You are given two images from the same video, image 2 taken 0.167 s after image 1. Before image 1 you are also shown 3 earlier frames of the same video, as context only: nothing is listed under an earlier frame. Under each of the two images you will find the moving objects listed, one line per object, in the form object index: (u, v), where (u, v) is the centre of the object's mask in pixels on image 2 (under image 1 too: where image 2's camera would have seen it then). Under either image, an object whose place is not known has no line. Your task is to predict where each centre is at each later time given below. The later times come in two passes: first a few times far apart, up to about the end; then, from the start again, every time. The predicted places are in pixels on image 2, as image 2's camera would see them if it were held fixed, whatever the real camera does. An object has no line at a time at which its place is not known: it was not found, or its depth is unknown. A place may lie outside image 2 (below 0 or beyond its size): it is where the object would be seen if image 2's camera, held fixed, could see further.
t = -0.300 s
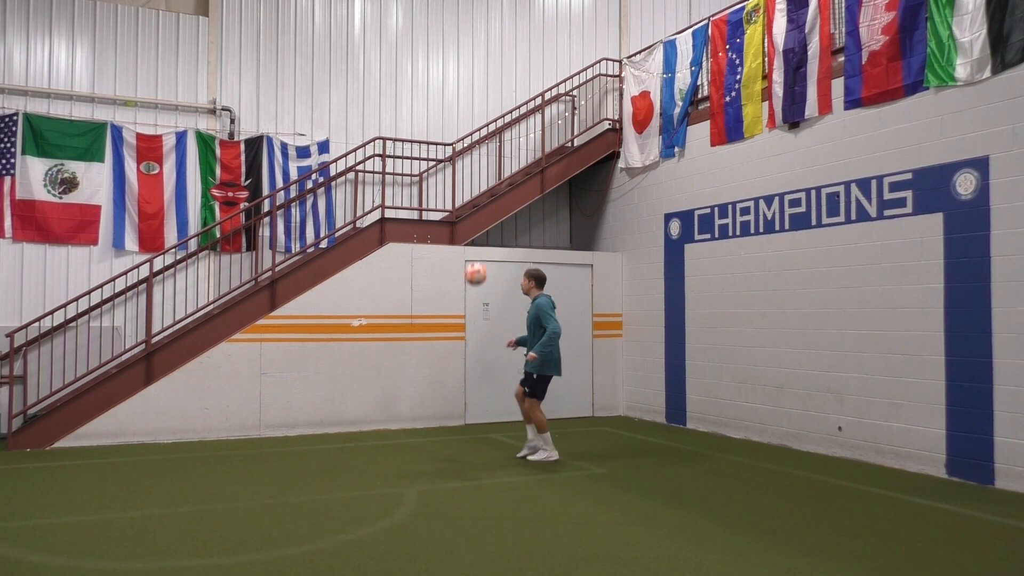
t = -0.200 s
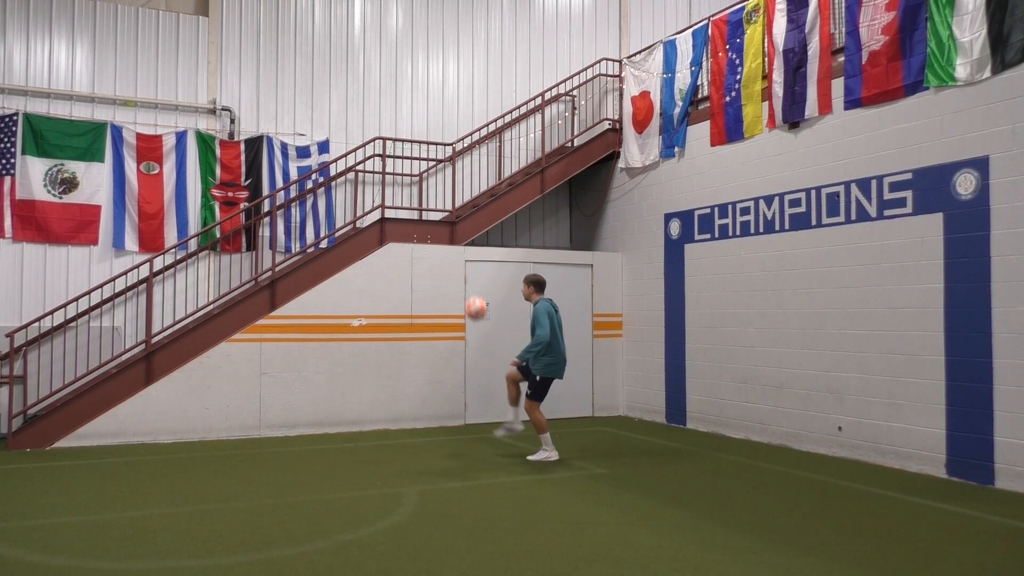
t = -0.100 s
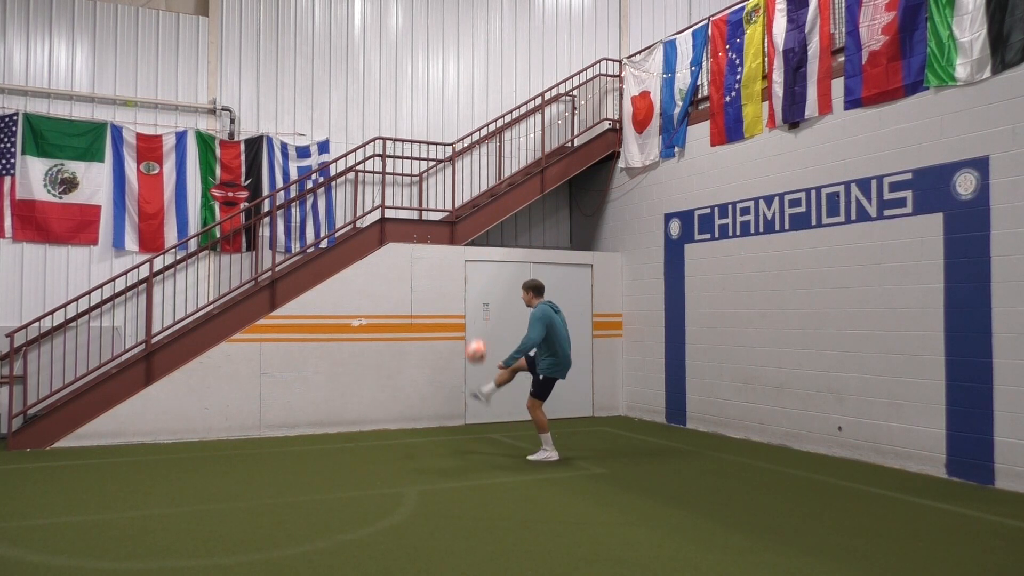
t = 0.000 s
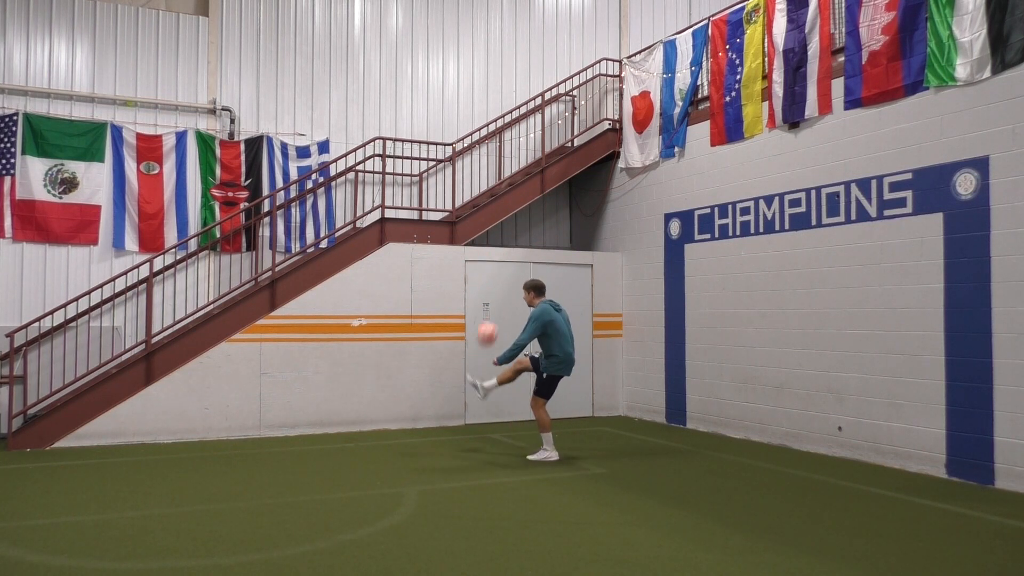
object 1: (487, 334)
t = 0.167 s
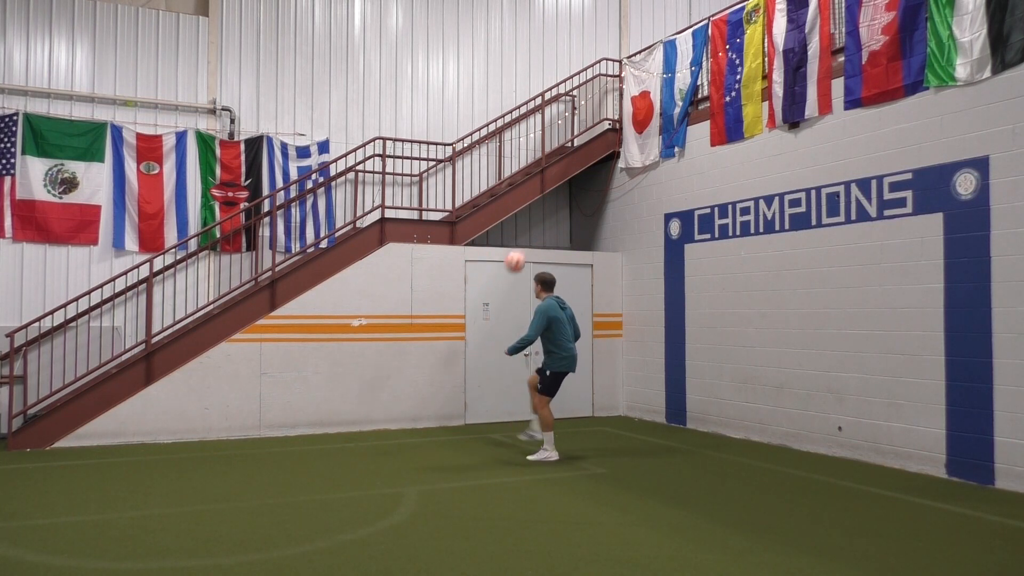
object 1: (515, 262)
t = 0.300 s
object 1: (536, 224)
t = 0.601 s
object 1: (579, 205)
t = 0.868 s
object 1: (614, 251)
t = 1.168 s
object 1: (649, 366)
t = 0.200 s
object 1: (521, 250)
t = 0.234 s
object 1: (526, 240)
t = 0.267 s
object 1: (531, 232)
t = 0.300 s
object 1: (536, 224)
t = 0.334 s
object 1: (541, 218)
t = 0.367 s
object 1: (546, 213)
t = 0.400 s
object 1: (551, 209)
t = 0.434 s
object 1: (556, 206)
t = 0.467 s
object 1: (561, 204)
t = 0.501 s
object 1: (565, 203)
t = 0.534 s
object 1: (570, 203)
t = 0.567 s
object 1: (575, 203)
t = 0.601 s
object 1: (579, 205)
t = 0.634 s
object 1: (584, 208)
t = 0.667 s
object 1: (588, 211)
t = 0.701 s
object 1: (592, 216)
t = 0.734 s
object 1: (596, 221)
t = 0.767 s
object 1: (601, 227)
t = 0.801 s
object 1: (605, 233)
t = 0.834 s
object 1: (610, 242)
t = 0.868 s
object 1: (614, 251)
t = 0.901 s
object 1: (618, 261)
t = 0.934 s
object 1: (622, 271)
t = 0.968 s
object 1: (626, 282)
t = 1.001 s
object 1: (630, 294)
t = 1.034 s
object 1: (633, 306)
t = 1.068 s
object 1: (638, 320)
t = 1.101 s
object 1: (641, 334)
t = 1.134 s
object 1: (645, 350)
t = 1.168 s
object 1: (649, 366)
